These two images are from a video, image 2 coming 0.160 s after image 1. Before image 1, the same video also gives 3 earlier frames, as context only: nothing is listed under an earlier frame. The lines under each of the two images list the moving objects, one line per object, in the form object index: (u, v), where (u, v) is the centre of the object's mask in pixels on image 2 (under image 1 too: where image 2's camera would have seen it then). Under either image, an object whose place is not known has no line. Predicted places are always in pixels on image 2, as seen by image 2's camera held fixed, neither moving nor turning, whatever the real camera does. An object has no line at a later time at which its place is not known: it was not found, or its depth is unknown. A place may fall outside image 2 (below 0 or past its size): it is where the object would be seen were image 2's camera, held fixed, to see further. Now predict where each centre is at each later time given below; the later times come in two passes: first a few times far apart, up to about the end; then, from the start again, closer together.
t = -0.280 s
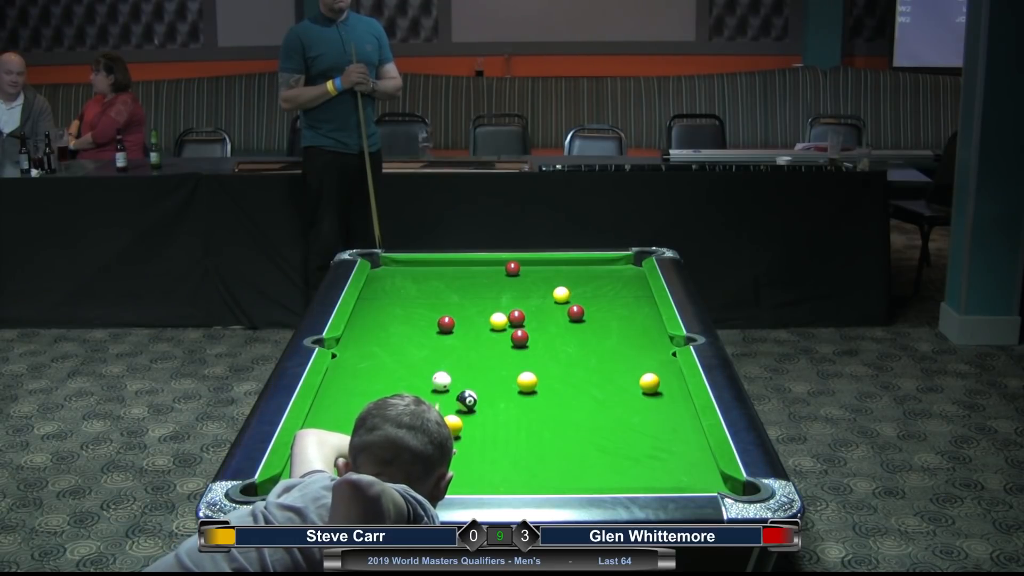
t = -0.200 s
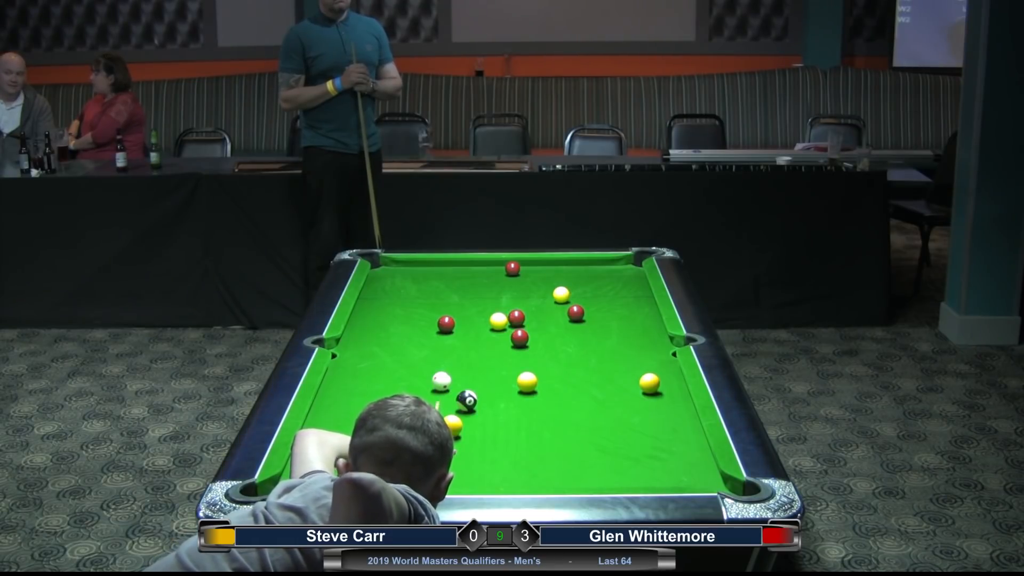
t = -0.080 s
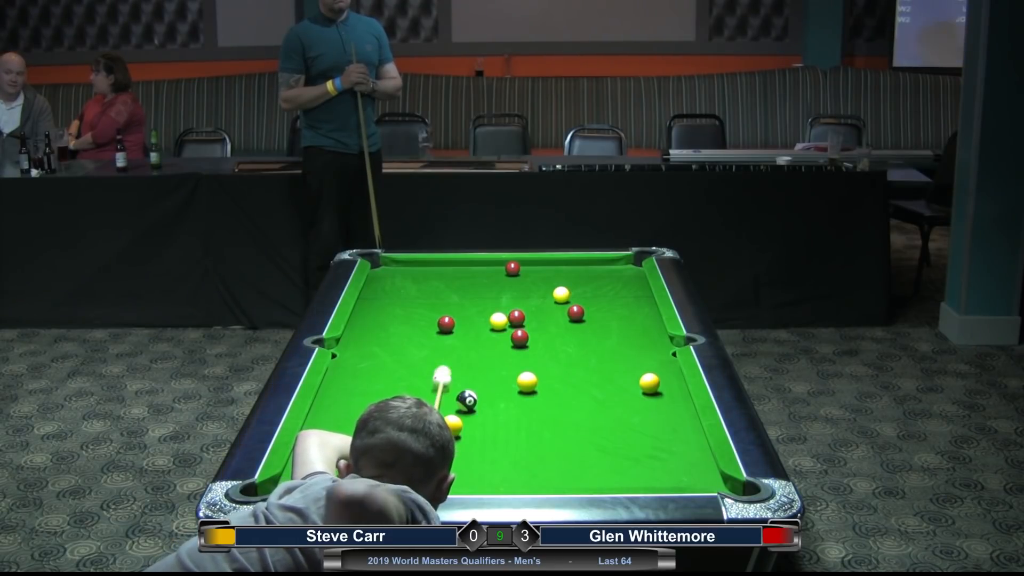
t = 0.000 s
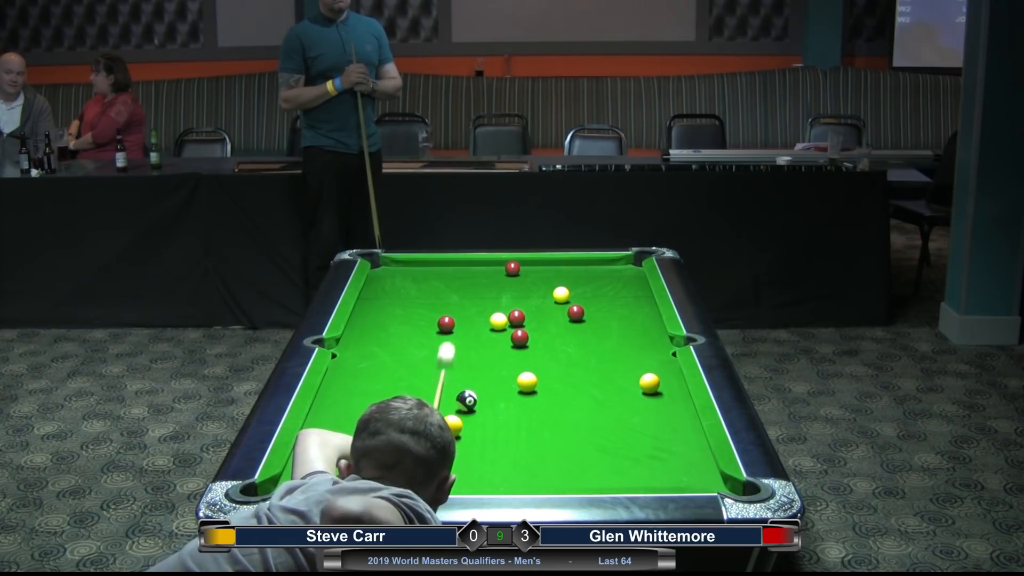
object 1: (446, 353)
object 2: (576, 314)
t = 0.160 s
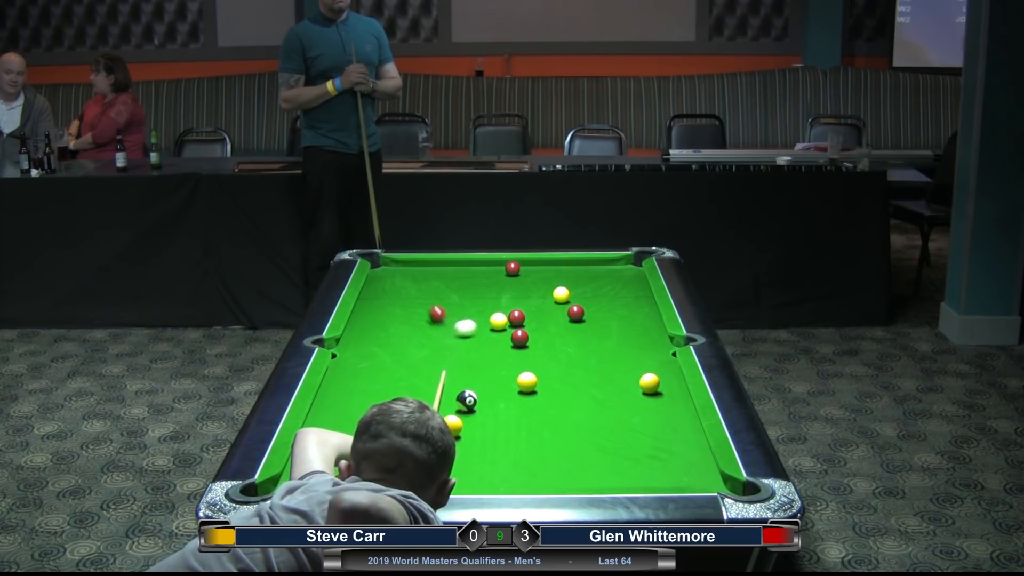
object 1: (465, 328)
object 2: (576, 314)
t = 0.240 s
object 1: (481, 324)
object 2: (576, 314)
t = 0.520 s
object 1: (481, 316)
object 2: (576, 314)
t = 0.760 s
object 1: (482, 309)
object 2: (579, 314)
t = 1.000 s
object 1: (481, 304)
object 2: (586, 315)
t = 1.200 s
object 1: (480, 300)
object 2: (590, 315)
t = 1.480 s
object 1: (479, 296)
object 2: (594, 316)
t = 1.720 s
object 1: (478, 293)
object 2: (595, 316)
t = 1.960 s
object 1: (477, 290)
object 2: (594, 316)
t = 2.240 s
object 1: (476, 288)
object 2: (594, 316)
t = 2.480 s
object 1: (475, 287)
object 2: (594, 316)
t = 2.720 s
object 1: (475, 286)
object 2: (595, 317)
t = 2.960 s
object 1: (474, 286)
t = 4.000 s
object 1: (474, 286)
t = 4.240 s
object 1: (474, 286)
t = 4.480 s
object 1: (474, 286)
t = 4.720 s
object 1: (474, 286)
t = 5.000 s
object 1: (474, 286)
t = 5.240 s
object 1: (474, 286)
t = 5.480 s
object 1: (474, 286)
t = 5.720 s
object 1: (474, 286)
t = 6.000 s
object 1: (474, 286)
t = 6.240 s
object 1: (474, 286)
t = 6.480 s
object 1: (474, 286)
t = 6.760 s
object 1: (474, 286)
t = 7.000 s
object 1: (474, 286)
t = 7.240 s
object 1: (474, 286)
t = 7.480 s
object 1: (474, 286)
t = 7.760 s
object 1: (474, 286)
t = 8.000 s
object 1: (474, 286)
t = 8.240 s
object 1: (474, 286)
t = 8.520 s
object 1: (474, 286)
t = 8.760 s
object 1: (474, 286)
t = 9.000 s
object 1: (474, 286)
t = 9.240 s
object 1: (474, 286)
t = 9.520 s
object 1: (474, 286)
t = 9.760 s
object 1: (474, 286)
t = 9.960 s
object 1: (474, 286)
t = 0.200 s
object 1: (473, 326)
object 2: (576, 314)
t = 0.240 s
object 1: (481, 324)
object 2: (576, 314)
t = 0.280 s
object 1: (481, 323)
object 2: (576, 314)
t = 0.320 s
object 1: (481, 322)
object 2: (576, 314)
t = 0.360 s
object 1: (481, 321)
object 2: (576, 314)
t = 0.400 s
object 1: (481, 320)
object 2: (576, 314)
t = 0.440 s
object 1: (481, 318)
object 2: (576, 314)
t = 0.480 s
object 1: (481, 317)
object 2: (576, 314)
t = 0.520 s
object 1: (481, 316)
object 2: (576, 314)
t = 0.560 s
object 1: (481, 315)
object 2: (576, 314)
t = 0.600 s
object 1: (482, 314)
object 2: (576, 314)
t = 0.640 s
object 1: (482, 313)
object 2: (576, 314)
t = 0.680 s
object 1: (482, 312)
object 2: (577, 314)
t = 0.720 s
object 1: (482, 311)
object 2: (578, 314)
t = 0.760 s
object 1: (482, 309)
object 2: (579, 314)
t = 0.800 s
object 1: (481, 309)
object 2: (581, 314)
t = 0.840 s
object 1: (482, 308)
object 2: (582, 315)
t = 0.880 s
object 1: (482, 307)
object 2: (583, 315)
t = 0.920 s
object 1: (481, 306)
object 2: (584, 315)
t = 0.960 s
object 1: (481, 305)
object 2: (585, 315)
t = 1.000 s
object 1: (481, 304)
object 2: (586, 315)
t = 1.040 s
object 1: (481, 303)
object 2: (587, 315)
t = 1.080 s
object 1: (481, 303)
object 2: (588, 315)
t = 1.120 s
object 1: (481, 302)
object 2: (589, 315)
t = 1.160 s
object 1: (481, 301)
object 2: (590, 315)
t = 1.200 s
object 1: (480, 300)
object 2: (590, 315)
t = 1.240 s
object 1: (480, 300)
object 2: (591, 315)
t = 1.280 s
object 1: (480, 299)
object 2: (591, 316)
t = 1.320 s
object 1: (480, 298)
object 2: (592, 316)
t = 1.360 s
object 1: (480, 298)
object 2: (592, 316)
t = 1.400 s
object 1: (480, 297)
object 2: (593, 315)
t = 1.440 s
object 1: (480, 296)
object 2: (593, 316)
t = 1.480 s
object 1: (479, 296)
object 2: (594, 316)
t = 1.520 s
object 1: (479, 295)
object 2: (594, 316)
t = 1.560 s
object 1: (479, 295)
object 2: (594, 316)
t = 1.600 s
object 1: (479, 294)
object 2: (594, 316)
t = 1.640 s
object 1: (479, 293)
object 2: (594, 316)
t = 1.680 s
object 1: (478, 293)
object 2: (595, 316)
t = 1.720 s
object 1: (478, 293)
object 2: (595, 316)
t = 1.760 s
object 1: (478, 292)
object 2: (595, 316)
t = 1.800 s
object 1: (478, 292)
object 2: (595, 316)
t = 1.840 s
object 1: (477, 291)
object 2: (594, 316)
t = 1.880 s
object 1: (477, 291)
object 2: (594, 316)
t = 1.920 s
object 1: (477, 290)
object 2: (594, 316)
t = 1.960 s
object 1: (477, 290)
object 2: (594, 316)
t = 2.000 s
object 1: (477, 290)
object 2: (594, 316)
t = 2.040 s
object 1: (477, 289)
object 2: (594, 316)
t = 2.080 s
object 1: (476, 289)
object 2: (594, 316)
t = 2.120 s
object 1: (476, 289)
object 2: (594, 316)
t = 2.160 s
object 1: (476, 289)
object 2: (594, 316)
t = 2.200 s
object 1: (476, 288)
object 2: (594, 316)
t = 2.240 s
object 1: (476, 288)
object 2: (594, 316)
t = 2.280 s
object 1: (476, 288)
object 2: (594, 316)
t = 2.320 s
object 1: (476, 288)
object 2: (594, 316)
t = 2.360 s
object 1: (475, 287)
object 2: (594, 316)
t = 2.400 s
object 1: (475, 287)
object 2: (594, 316)
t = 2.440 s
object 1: (475, 287)
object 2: (594, 316)
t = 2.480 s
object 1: (475, 287)
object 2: (594, 316)
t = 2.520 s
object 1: (475, 287)
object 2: (595, 316)
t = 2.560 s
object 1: (475, 287)
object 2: (595, 316)
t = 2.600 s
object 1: (475, 286)
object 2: (595, 316)
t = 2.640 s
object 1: (475, 287)
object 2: (595, 316)
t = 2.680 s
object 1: (475, 286)
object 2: (595, 316)
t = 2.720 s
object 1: (475, 286)
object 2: (595, 317)
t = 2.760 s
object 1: (475, 286)
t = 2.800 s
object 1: (474, 286)
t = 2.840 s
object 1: (474, 286)
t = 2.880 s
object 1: (474, 286)
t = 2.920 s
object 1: (474, 286)
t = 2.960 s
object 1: (474, 286)
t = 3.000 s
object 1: (474, 286)
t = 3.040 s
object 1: (475, 286)
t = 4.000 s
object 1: (474, 286)
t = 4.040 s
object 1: (474, 286)
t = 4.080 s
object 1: (474, 286)
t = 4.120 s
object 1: (474, 286)
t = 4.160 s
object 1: (474, 286)
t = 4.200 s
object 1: (474, 286)
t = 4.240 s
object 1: (474, 286)
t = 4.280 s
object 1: (474, 286)
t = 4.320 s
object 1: (474, 286)
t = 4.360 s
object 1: (474, 286)
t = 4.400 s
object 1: (474, 286)
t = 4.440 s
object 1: (474, 286)
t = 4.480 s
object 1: (474, 286)
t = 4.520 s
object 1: (474, 286)
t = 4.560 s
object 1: (474, 286)
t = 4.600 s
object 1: (474, 286)
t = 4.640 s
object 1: (474, 286)
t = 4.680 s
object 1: (474, 286)
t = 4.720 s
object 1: (474, 286)
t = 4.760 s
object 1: (474, 286)
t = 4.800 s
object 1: (474, 286)
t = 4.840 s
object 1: (474, 286)
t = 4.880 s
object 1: (474, 286)
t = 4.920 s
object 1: (474, 286)
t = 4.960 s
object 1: (474, 286)
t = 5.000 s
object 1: (474, 286)
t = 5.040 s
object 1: (474, 286)
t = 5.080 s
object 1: (474, 286)
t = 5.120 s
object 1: (474, 286)
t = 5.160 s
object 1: (474, 286)
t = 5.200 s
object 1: (474, 286)
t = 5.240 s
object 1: (474, 286)
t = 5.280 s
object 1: (474, 286)
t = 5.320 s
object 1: (474, 286)
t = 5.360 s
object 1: (474, 286)
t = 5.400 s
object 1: (474, 286)
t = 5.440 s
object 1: (474, 286)
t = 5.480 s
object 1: (474, 286)
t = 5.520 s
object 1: (474, 286)
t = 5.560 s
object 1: (474, 286)
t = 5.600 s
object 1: (474, 286)
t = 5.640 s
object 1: (474, 286)
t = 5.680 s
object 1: (474, 286)
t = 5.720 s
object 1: (474, 286)
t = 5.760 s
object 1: (474, 286)
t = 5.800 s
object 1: (474, 286)
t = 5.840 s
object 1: (474, 286)
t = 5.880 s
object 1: (474, 286)
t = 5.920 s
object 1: (474, 286)
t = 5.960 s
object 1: (474, 286)
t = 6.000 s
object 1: (474, 286)
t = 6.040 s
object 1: (474, 286)
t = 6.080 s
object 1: (474, 286)
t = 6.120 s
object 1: (474, 286)
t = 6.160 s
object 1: (474, 286)
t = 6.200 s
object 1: (474, 286)
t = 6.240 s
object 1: (474, 286)
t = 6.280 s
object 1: (474, 286)
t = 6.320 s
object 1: (474, 286)
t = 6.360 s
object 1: (474, 286)
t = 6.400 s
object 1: (474, 286)
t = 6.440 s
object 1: (474, 286)
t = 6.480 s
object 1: (474, 286)
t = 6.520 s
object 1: (474, 286)
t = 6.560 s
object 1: (474, 286)
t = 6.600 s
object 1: (474, 286)
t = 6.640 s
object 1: (474, 286)
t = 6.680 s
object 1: (474, 286)
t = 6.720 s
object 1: (474, 286)
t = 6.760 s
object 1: (474, 286)
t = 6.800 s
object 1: (474, 286)
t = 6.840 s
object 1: (474, 286)
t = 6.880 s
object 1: (474, 286)
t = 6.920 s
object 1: (474, 286)
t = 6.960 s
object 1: (474, 286)
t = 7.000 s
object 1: (474, 286)
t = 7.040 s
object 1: (474, 286)
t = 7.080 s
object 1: (474, 286)
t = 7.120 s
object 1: (474, 286)
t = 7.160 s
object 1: (474, 286)
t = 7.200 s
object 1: (474, 286)
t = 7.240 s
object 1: (474, 286)
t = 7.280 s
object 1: (474, 286)
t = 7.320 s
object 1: (474, 286)
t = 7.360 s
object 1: (474, 286)
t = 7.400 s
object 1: (474, 286)
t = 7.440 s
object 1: (474, 286)
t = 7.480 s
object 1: (474, 286)
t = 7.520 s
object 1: (474, 286)
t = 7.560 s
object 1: (474, 286)
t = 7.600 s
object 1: (474, 286)
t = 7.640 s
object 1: (474, 286)
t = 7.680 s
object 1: (474, 286)
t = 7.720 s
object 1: (474, 286)
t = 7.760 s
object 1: (474, 286)
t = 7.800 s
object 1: (474, 286)
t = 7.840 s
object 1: (474, 286)
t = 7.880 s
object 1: (474, 286)
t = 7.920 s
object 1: (474, 286)
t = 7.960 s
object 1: (474, 286)
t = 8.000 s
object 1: (474, 286)
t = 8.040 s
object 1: (474, 286)
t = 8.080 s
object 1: (474, 286)
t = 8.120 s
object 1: (474, 286)
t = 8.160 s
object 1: (474, 286)
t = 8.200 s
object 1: (474, 286)
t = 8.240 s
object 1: (474, 286)
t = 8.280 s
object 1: (474, 286)
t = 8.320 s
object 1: (474, 286)
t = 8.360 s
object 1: (474, 286)
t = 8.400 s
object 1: (474, 286)
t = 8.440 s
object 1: (474, 286)
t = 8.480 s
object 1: (474, 286)
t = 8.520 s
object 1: (474, 286)
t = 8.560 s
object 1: (474, 286)
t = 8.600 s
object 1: (474, 286)
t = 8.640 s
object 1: (474, 286)
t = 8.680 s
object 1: (474, 286)
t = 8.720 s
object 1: (474, 286)
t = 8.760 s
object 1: (474, 286)
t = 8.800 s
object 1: (474, 286)
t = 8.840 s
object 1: (474, 286)
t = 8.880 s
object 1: (474, 286)
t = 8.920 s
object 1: (474, 286)
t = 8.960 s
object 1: (474, 286)
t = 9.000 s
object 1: (474, 286)
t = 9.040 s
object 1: (474, 286)
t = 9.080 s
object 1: (474, 286)
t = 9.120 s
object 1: (474, 286)
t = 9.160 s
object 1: (474, 286)
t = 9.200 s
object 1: (474, 286)
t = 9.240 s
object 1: (474, 286)
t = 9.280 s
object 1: (474, 286)
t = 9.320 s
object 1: (474, 286)
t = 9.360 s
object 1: (474, 286)
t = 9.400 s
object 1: (474, 286)
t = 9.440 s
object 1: (474, 286)
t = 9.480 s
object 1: (474, 286)
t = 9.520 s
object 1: (474, 286)
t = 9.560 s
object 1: (474, 286)
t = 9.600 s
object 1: (474, 286)
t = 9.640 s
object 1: (474, 286)
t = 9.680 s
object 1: (474, 286)
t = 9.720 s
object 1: (474, 286)
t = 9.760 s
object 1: (474, 286)
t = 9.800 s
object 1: (474, 286)
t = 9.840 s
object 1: (474, 286)
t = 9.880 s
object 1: (474, 286)
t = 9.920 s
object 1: (474, 286)
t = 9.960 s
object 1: (474, 286)
